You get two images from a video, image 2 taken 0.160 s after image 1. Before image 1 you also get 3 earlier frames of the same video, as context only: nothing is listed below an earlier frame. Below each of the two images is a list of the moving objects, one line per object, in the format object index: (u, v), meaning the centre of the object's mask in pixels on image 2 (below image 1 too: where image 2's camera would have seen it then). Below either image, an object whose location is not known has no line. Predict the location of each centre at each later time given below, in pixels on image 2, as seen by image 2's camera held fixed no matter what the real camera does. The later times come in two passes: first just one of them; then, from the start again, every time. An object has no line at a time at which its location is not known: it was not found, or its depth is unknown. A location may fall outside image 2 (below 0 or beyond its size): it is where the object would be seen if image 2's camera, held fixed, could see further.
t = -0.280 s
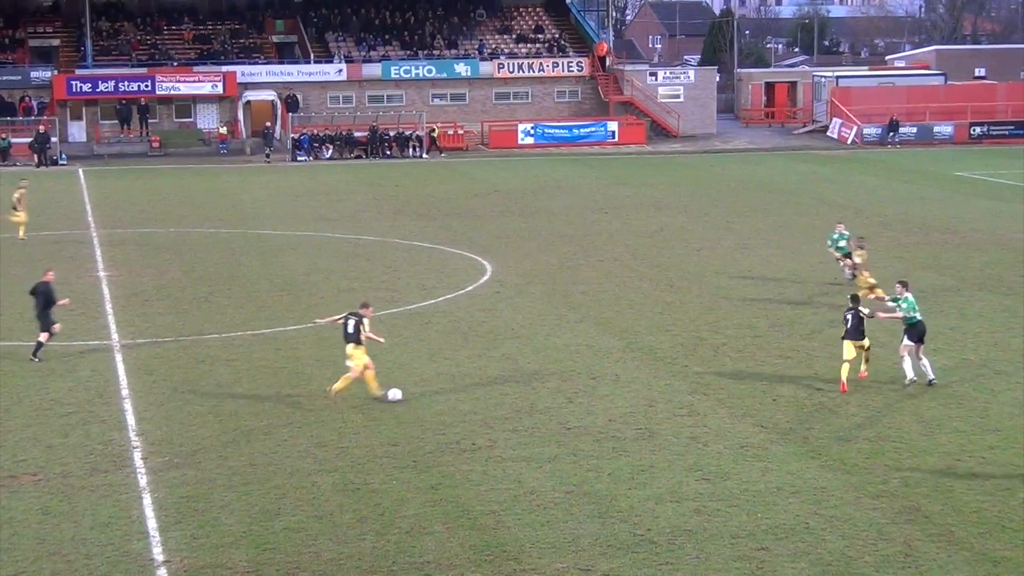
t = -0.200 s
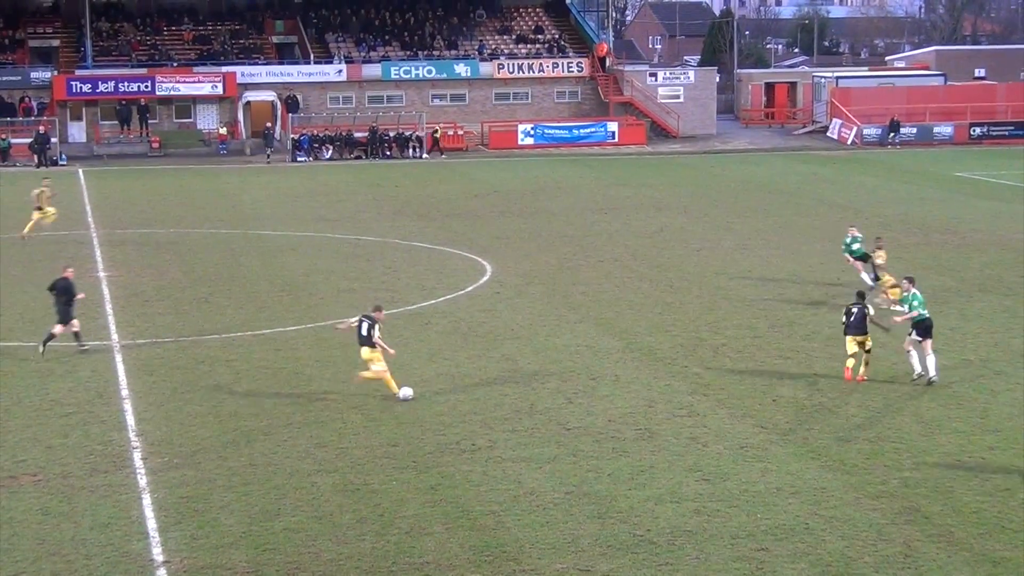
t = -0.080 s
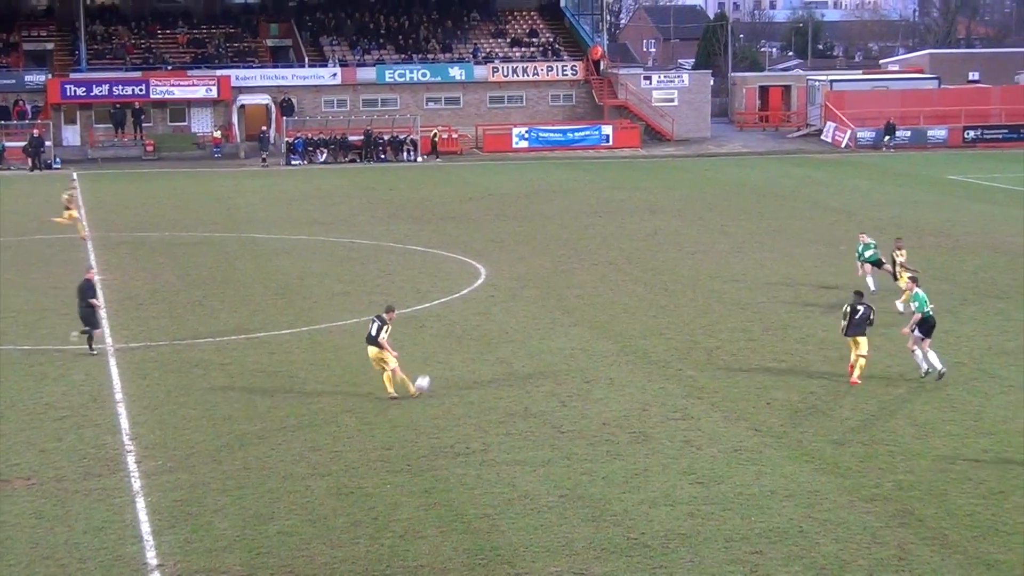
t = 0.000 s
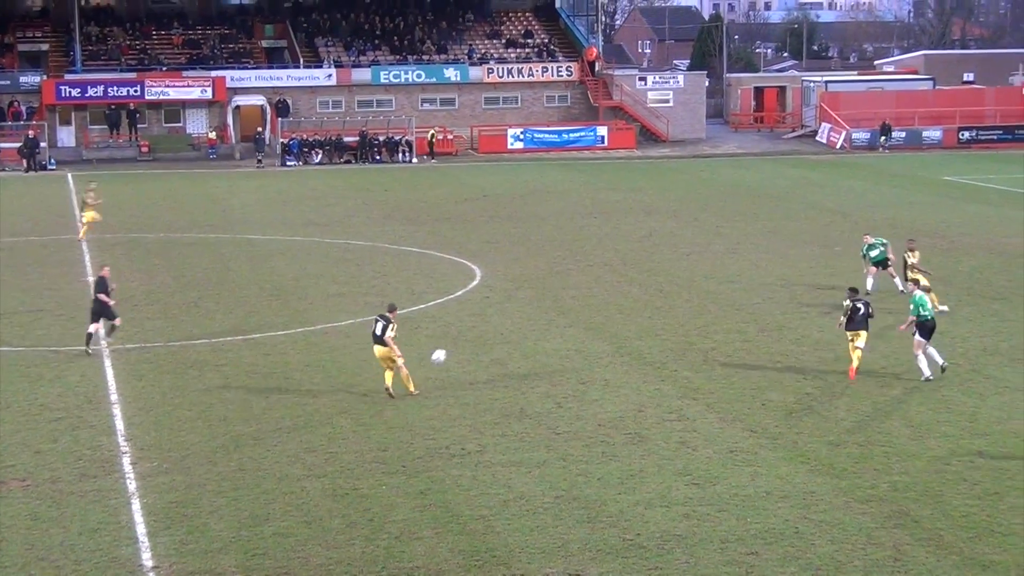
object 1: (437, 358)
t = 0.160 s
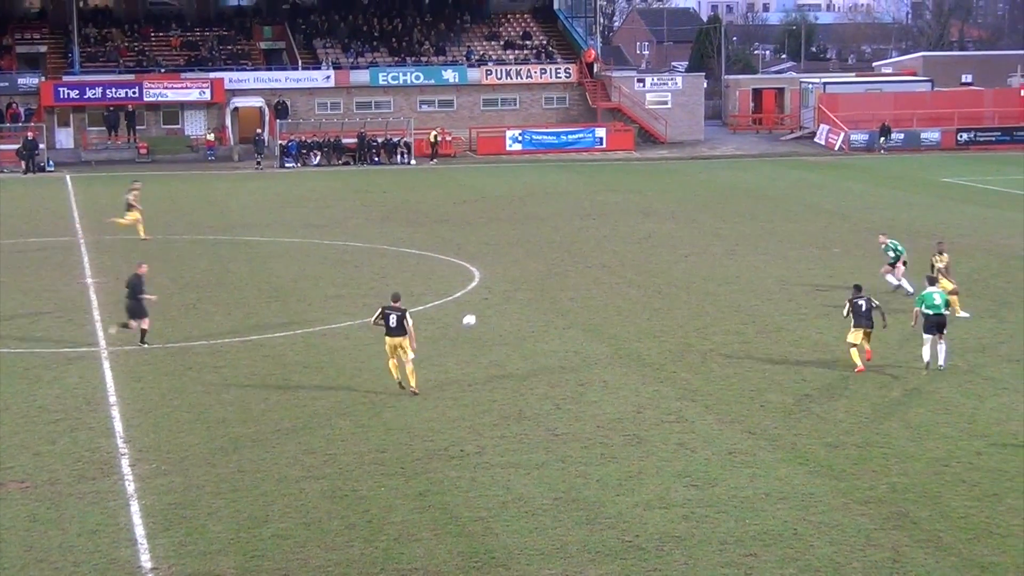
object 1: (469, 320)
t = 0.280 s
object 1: (485, 304)
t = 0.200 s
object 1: (475, 313)
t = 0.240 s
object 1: (481, 308)
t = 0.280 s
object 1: (485, 304)
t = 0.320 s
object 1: (489, 301)
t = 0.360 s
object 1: (493, 298)
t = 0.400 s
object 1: (496, 297)
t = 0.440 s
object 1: (499, 296)
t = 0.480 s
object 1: (501, 295)
